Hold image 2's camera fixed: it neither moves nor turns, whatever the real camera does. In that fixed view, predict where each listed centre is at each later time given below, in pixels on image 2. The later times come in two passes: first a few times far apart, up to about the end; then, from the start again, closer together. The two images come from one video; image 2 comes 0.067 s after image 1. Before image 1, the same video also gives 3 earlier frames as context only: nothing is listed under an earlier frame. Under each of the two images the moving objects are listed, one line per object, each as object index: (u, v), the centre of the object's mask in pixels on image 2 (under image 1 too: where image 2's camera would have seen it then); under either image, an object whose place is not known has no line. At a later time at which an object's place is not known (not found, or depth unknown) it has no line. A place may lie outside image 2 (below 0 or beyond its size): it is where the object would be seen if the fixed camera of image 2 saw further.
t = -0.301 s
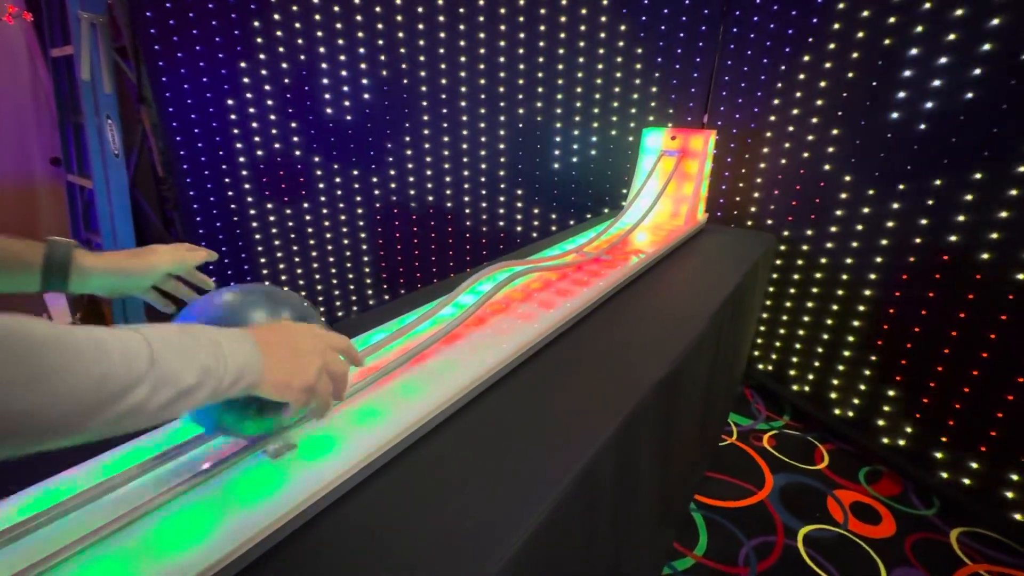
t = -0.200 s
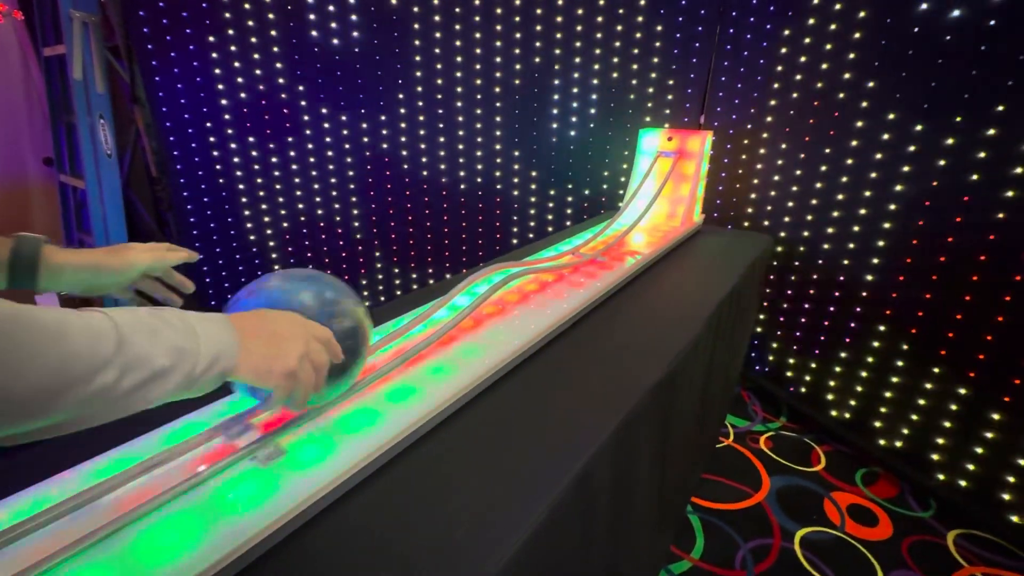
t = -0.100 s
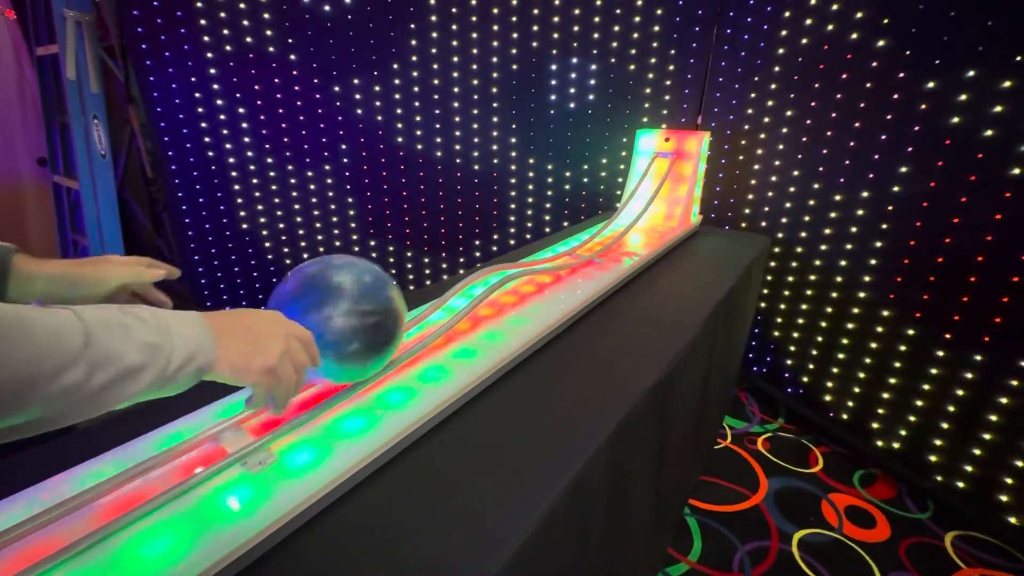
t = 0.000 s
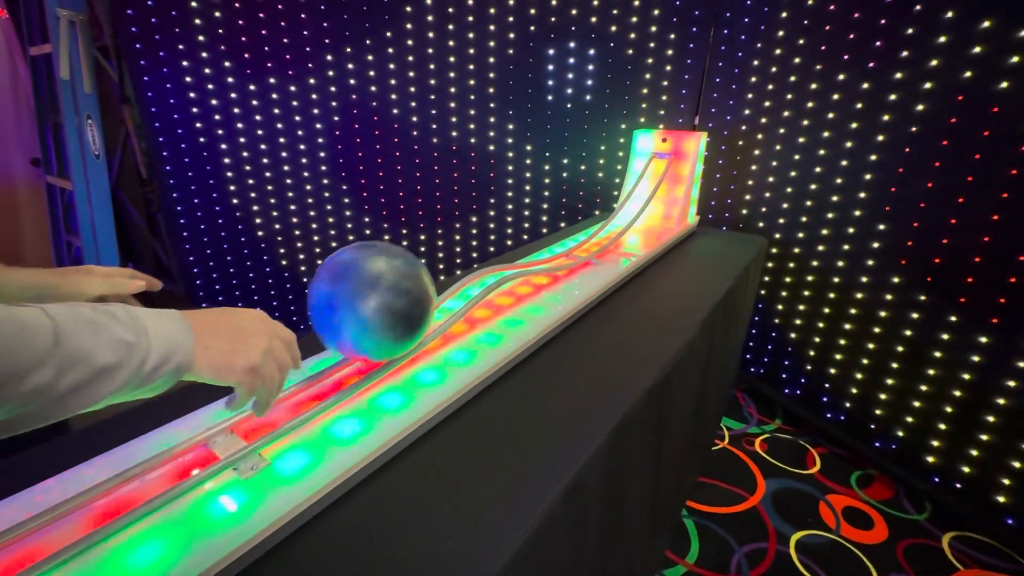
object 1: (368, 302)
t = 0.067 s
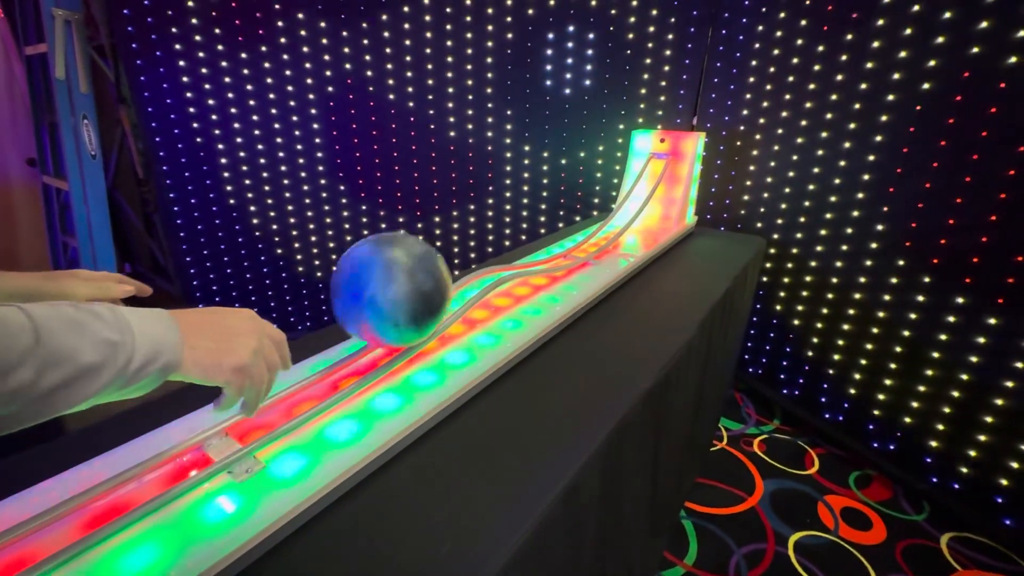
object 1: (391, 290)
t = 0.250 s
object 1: (435, 261)
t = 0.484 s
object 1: (462, 243)
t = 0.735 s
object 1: (468, 239)
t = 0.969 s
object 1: (458, 245)
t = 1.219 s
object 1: (422, 271)
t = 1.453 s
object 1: (347, 314)
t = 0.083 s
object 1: (396, 287)
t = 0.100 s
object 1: (401, 284)
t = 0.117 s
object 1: (405, 281)
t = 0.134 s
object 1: (410, 278)
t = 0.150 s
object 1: (415, 275)
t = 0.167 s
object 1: (419, 273)
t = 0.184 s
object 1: (422, 270)
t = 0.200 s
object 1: (426, 268)
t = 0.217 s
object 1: (429, 265)
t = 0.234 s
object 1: (432, 263)
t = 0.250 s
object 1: (435, 261)
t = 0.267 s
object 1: (439, 258)
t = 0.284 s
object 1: (441, 256)
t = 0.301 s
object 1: (444, 255)
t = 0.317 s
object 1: (446, 253)
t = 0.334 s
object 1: (448, 252)
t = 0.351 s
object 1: (450, 250)
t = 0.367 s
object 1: (452, 249)
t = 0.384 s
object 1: (454, 248)
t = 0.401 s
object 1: (456, 247)
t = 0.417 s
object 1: (457, 246)
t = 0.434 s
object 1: (458, 245)
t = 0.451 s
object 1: (460, 244)
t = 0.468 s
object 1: (461, 243)
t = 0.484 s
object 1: (462, 243)
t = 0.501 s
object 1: (463, 242)
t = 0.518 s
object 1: (464, 242)
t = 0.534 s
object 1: (465, 241)
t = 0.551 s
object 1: (465, 241)
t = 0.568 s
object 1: (466, 240)
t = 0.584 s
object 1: (467, 240)
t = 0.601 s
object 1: (467, 240)
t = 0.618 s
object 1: (467, 240)
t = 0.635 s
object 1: (468, 240)
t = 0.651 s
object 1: (468, 239)
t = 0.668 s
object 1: (468, 239)
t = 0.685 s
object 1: (468, 239)
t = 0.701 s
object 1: (468, 239)
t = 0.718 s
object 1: (468, 239)
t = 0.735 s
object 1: (468, 239)
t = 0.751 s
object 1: (468, 239)
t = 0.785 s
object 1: (467, 240)
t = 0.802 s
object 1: (467, 240)
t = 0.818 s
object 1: (467, 240)
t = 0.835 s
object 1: (466, 240)
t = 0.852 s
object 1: (465, 241)
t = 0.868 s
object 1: (465, 241)
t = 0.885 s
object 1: (464, 242)
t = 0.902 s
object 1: (463, 242)
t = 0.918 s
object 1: (462, 243)
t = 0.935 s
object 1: (461, 243)
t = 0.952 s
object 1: (460, 244)
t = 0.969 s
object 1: (458, 245)
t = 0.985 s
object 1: (457, 246)
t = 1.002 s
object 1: (456, 247)
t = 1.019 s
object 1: (454, 248)
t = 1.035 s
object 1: (452, 249)
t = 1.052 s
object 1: (450, 250)
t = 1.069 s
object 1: (448, 252)
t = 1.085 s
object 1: (446, 253)
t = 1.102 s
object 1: (443, 255)
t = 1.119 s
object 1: (441, 257)
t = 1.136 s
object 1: (438, 259)
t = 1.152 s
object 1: (435, 261)
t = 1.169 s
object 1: (432, 263)
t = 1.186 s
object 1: (429, 265)
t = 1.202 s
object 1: (426, 268)
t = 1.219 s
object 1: (422, 271)
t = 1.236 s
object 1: (418, 273)
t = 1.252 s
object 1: (414, 276)
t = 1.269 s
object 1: (409, 279)
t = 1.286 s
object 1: (405, 282)
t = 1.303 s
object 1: (400, 285)
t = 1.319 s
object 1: (396, 288)
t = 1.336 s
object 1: (390, 291)
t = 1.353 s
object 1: (385, 294)
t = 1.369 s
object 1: (379, 297)
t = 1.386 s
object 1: (373, 300)
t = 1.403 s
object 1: (367, 303)
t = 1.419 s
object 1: (360, 307)
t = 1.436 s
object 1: (354, 310)
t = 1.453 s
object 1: (347, 314)
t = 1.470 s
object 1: (340, 317)
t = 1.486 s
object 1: (332, 321)
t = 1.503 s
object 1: (324, 325)
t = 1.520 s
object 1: (317, 329)
